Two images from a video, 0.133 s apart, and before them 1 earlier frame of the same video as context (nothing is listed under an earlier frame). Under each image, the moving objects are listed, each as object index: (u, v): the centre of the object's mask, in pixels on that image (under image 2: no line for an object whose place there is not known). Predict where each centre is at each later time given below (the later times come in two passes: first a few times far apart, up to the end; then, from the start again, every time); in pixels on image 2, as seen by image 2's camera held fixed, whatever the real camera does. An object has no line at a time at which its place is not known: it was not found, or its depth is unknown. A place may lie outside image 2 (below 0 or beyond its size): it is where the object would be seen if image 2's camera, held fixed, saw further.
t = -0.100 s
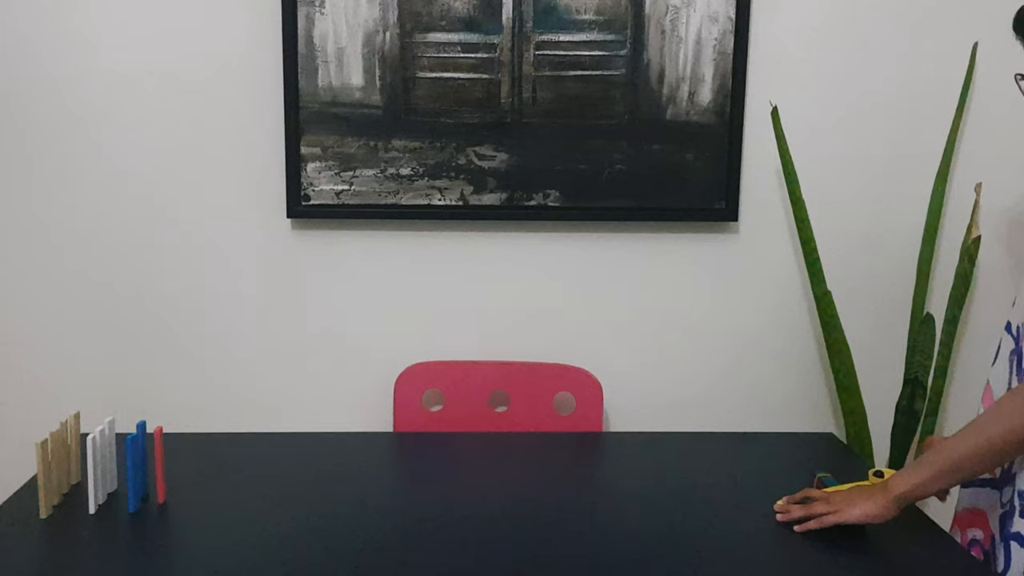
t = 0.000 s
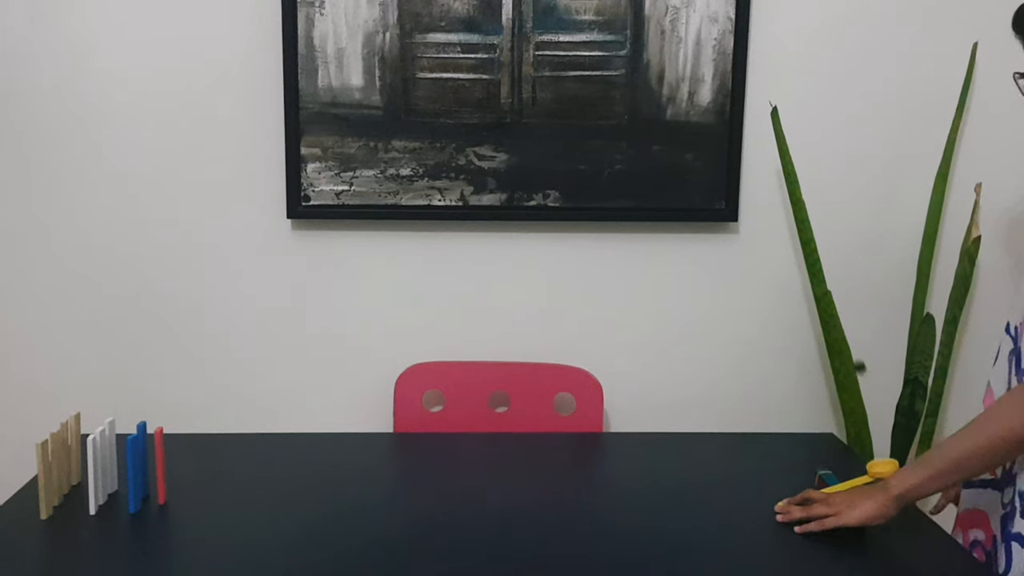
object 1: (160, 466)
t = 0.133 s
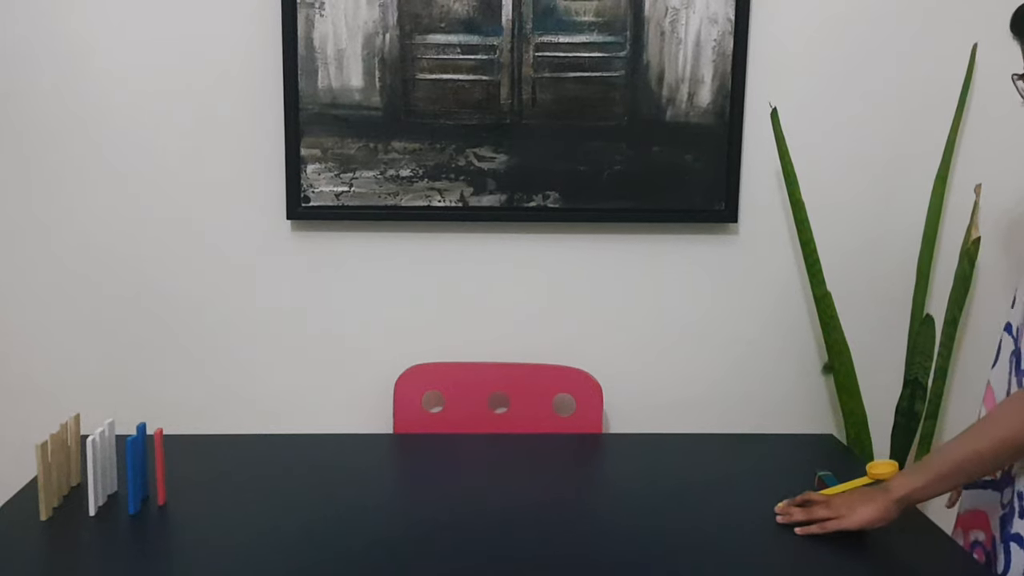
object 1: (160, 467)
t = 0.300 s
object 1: (160, 467)
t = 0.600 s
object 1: (159, 467)
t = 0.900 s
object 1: (160, 467)
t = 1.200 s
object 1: (160, 467)
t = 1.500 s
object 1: (160, 467)
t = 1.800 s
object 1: (199, 488)
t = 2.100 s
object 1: (209, 491)
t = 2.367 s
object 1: (210, 491)
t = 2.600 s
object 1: (209, 491)
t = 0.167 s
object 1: (160, 467)
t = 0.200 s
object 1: (160, 467)
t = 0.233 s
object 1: (160, 467)
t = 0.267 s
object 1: (160, 466)
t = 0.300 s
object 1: (160, 467)
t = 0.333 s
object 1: (160, 467)
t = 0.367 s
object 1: (160, 467)
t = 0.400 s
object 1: (160, 467)
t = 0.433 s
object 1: (160, 467)
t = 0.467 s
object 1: (160, 467)
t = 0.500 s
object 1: (160, 467)
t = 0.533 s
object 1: (159, 467)
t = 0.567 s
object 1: (159, 467)
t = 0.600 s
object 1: (159, 467)
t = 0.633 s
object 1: (160, 467)
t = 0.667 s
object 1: (160, 467)
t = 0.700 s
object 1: (160, 467)
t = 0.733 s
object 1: (160, 467)
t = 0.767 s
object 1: (159, 467)
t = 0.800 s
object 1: (160, 467)
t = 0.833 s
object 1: (160, 467)
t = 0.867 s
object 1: (160, 467)
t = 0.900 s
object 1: (160, 467)
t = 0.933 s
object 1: (160, 467)
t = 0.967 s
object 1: (160, 467)
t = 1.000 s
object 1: (160, 467)
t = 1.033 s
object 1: (160, 467)
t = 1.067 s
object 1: (160, 467)
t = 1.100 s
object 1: (160, 467)
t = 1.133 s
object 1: (160, 467)
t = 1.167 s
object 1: (160, 467)
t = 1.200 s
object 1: (160, 467)
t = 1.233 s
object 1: (160, 467)
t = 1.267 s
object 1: (160, 467)
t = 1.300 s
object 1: (160, 468)
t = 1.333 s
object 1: (160, 467)
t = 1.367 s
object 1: (160, 465)
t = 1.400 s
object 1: (160, 467)
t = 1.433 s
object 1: (160, 467)
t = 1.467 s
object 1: (160, 467)
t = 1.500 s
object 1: (160, 467)
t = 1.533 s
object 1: (161, 468)
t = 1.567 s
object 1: (165, 467)
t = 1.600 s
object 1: (168, 467)
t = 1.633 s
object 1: (172, 466)
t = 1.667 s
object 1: (175, 466)
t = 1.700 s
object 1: (180, 467)
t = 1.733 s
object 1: (187, 469)
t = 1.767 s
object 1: (196, 477)
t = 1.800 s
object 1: (199, 488)
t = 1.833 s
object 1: (202, 479)
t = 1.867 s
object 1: (204, 480)
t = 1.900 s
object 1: (209, 485)
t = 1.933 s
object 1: (207, 487)
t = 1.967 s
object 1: (209, 488)
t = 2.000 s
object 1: (209, 490)
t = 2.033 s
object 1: (209, 490)
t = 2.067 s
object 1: (209, 491)
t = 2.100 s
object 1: (209, 491)
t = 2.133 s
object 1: (209, 491)
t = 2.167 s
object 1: (209, 491)
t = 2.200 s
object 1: (210, 491)
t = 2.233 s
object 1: (210, 491)
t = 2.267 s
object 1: (210, 491)
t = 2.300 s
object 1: (210, 491)
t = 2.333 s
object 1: (210, 491)
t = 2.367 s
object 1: (210, 491)
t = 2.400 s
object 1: (209, 491)
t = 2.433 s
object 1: (210, 491)
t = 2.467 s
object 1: (210, 491)
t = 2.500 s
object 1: (210, 491)
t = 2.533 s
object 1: (210, 491)
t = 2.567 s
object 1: (209, 491)
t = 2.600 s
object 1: (209, 491)
